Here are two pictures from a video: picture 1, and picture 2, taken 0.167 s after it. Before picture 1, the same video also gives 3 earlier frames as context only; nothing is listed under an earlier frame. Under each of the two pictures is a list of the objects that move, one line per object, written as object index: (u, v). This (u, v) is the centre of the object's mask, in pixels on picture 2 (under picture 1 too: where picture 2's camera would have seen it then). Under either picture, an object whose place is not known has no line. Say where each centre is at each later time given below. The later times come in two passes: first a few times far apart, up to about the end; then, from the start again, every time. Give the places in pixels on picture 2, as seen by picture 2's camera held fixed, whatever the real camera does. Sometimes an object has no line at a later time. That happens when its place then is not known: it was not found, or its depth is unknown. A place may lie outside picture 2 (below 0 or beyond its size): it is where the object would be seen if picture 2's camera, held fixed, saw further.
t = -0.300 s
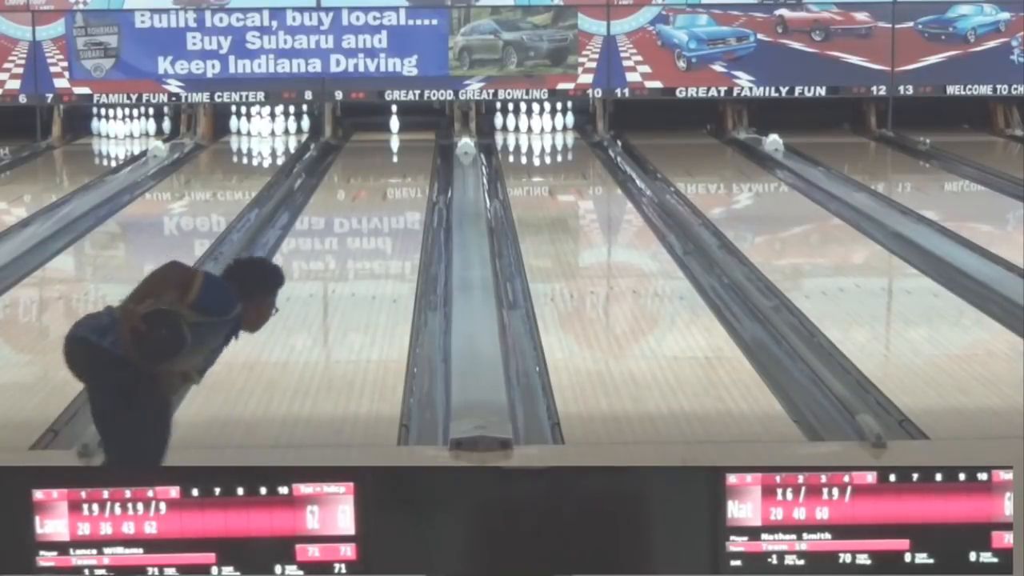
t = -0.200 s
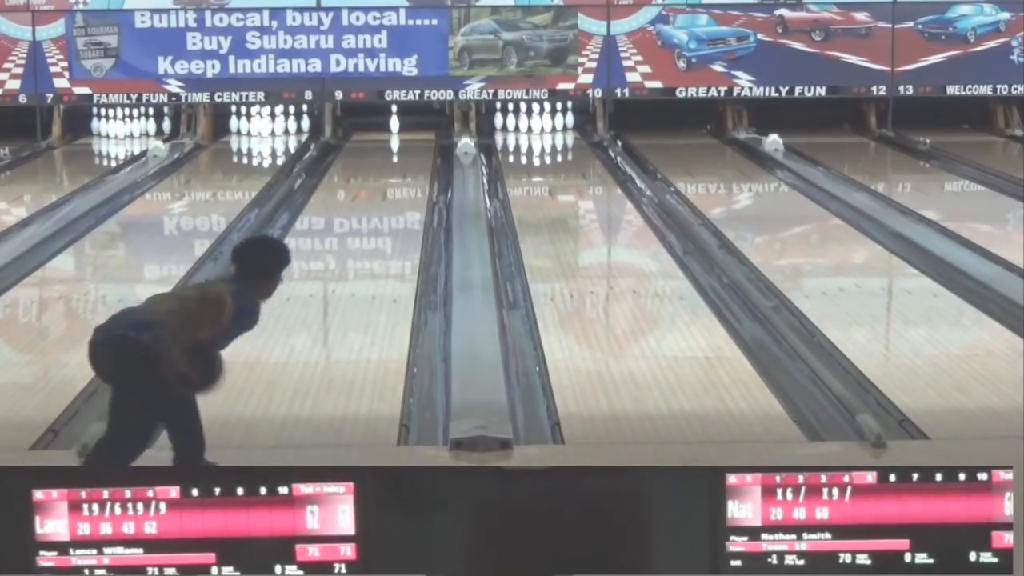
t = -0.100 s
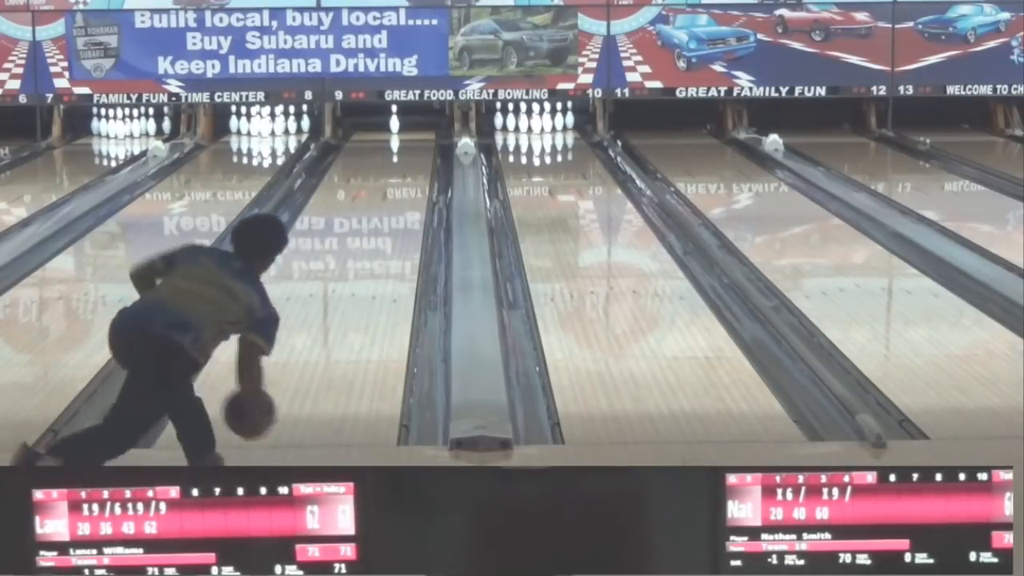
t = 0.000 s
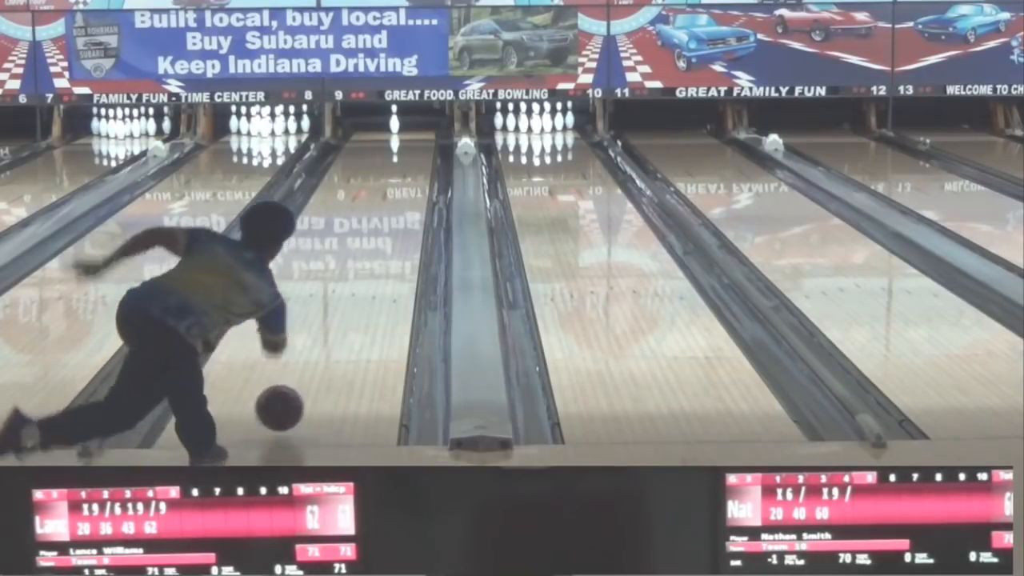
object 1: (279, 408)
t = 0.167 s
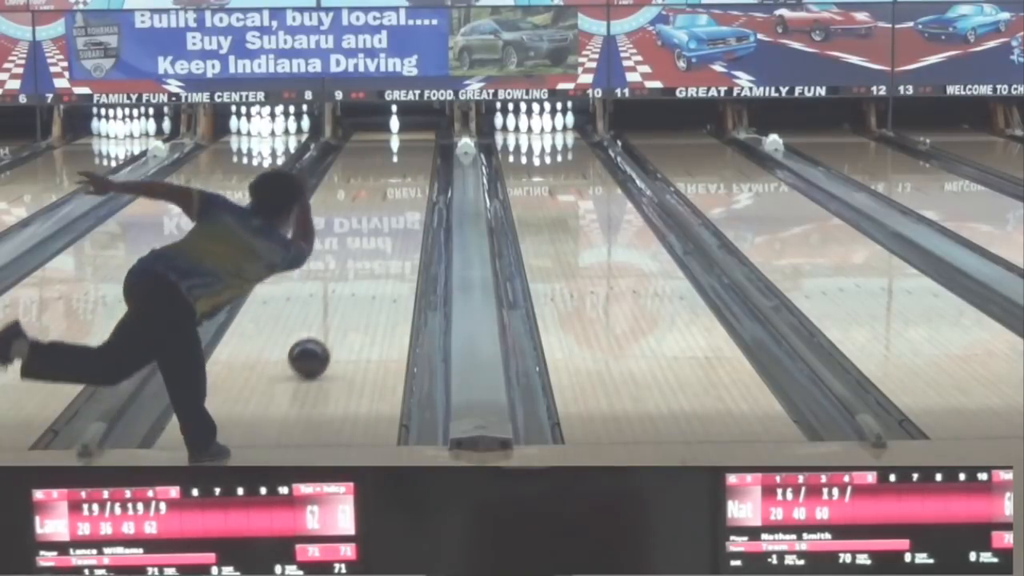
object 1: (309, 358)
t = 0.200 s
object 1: (314, 348)
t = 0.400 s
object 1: (339, 300)
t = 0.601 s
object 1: (357, 262)
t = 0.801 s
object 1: (371, 232)
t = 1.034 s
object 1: (383, 205)
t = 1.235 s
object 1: (391, 186)
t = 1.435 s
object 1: (397, 170)
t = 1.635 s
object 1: (398, 156)
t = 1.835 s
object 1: (398, 144)
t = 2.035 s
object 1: (395, 135)
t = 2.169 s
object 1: (392, 129)
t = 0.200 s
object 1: (314, 348)
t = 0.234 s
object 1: (319, 339)
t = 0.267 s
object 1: (323, 330)
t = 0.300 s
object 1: (327, 322)
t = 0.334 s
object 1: (331, 314)
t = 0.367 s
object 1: (335, 307)
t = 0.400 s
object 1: (339, 300)
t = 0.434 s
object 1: (342, 293)
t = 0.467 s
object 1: (346, 286)
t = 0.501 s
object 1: (349, 279)
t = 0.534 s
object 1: (352, 274)
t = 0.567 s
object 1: (354, 268)
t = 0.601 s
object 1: (357, 262)
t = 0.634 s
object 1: (360, 257)
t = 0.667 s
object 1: (362, 252)
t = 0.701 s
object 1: (365, 247)
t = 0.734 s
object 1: (367, 242)
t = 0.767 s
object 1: (369, 237)
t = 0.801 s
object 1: (371, 232)
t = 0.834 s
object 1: (373, 228)
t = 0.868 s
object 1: (375, 224)
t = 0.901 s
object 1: (377, 220)
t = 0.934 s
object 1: (378, 216)
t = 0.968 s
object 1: (380, 212)
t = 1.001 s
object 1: (382, 208)
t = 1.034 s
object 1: (383, 205)
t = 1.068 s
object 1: (385, 201)
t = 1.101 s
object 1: (386, 198)
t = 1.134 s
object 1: (387, 195)
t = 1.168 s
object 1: (388, 192)
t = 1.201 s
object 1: (390, 189)
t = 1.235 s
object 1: (391, 186)
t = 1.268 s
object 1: (392, 183)
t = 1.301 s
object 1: (393, 180)
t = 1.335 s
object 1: (394, 177)
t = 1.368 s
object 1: (395, 175)
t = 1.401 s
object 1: (396, 173)
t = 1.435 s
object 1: (397, 170)
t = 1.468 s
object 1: (397, 168)
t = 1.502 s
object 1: (397, 165)
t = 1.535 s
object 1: (397, 163)
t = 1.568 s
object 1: (398, 160)
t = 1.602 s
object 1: (398, 158)
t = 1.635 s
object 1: (398, 156)
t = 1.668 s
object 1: (399, 154)
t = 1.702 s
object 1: (398, 152)
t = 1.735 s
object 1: (398, 150)
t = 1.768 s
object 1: (398, 148)
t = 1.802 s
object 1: (398, 146)
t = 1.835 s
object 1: (398, 144)
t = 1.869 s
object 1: (397, 143)
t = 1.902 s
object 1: (397, 141)
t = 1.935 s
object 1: (397, 139)
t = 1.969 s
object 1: (396, 138)
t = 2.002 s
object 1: (395, 136)
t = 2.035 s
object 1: (395, 135)
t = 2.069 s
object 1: (395, 133)
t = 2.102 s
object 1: (394, 132)
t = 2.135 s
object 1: (393, 131)
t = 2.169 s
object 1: (392, 129)
